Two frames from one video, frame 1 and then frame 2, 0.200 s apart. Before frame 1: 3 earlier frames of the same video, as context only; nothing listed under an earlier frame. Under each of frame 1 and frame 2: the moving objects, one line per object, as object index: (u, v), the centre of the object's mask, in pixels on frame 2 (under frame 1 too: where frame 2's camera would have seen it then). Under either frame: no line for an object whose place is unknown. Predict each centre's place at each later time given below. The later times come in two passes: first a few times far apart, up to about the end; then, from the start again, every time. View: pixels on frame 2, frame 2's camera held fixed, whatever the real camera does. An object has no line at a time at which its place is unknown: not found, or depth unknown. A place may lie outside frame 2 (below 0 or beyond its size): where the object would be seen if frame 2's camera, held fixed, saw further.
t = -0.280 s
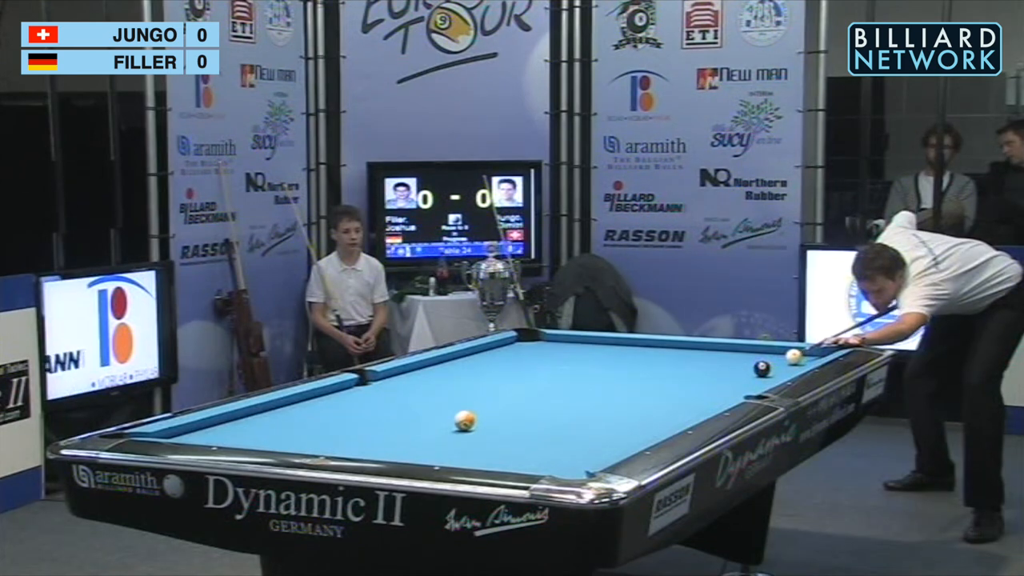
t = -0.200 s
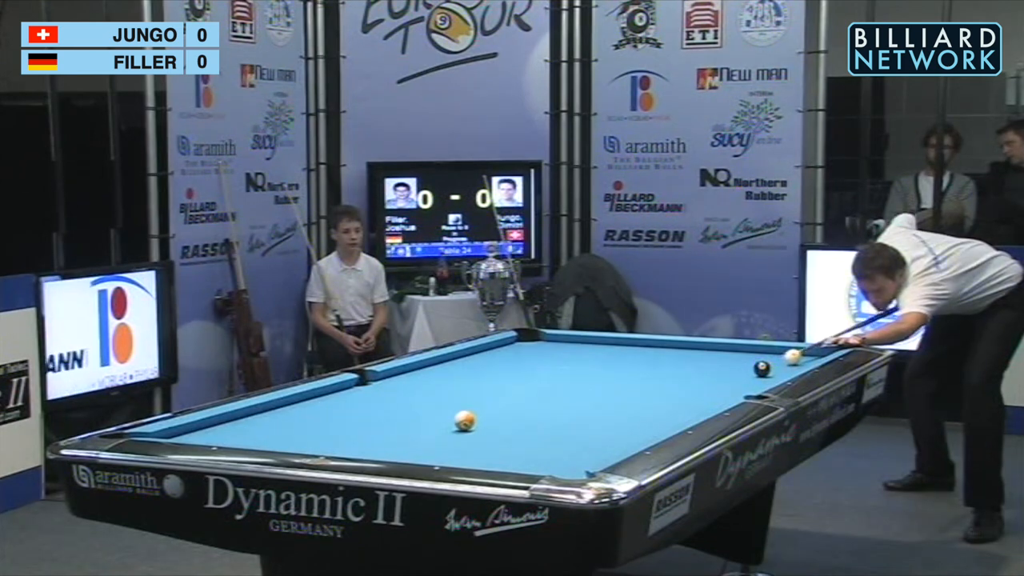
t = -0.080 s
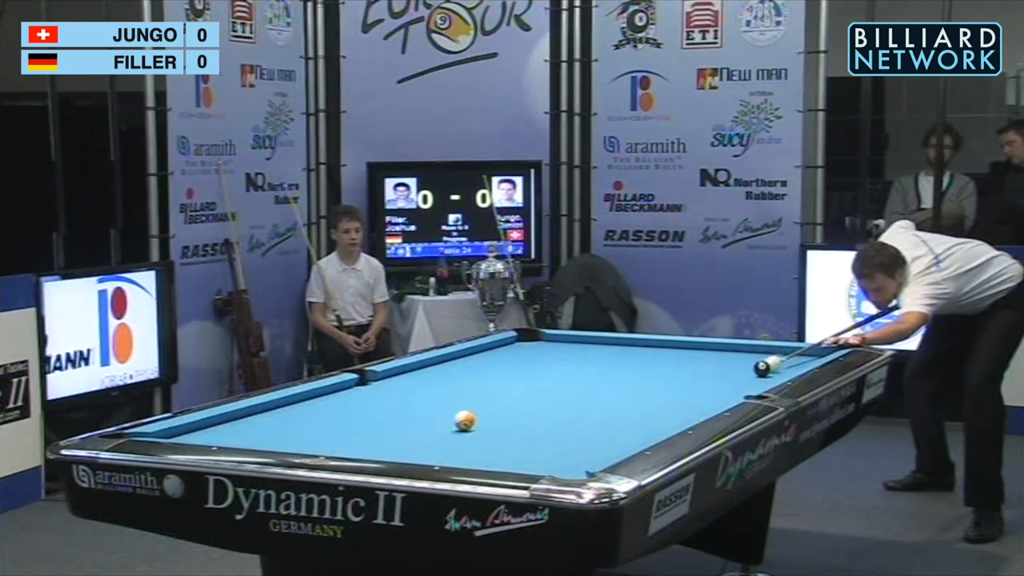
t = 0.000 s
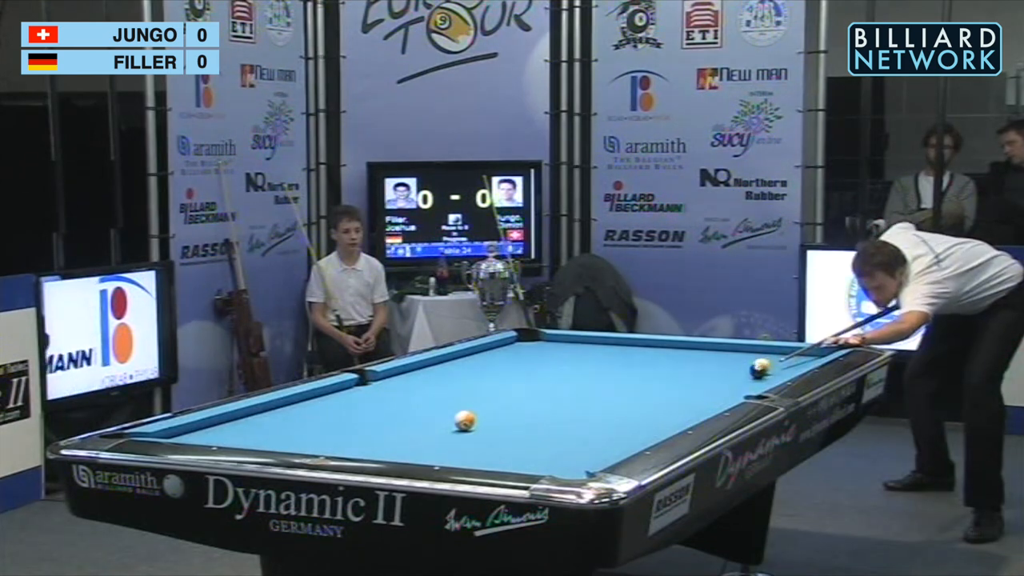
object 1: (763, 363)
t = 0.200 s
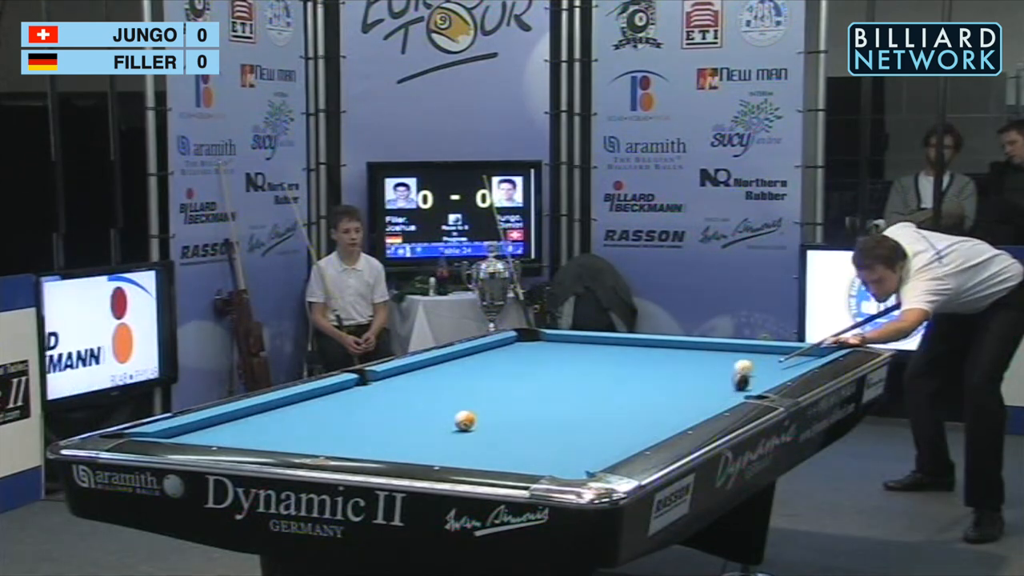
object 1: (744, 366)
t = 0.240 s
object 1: (740, 367)
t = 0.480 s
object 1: (716, 371)
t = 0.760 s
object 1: (690, 374)
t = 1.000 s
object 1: (668, 376)
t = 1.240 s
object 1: (647, 380)
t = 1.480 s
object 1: (628, 382)
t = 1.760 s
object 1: (606, 384)
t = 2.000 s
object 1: (588, 387)
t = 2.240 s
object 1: (571, 389)
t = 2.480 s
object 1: (555, 391)
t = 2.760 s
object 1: (538, 393)
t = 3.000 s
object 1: (525, 395)
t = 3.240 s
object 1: (512, 397)
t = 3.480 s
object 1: (501, 398)
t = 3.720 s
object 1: (490, 399)
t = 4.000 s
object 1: (480, 401)
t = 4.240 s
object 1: (473, 402)
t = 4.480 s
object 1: (466, 402)
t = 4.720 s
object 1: (460, 402)
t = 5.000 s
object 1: (457, 403)
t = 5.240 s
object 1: (455, 404)
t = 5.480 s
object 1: (453, 404)
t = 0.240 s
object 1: (740, 367)
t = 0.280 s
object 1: (735, 368)
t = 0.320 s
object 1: (732, 368)
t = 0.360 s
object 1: (727, 370)
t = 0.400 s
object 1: (724, 370)
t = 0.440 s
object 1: (720, 370)
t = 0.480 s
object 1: (716, 371)
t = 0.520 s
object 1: (712, 371)
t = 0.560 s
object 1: (709, 372)
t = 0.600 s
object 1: (705, 372)
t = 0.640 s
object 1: (701, 373)
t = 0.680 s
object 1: (697, 373)
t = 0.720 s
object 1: (693, 373)
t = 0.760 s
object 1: (690, 374)
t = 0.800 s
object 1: (687, 374)
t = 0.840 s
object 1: (683, 375)
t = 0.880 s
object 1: (679, 375)
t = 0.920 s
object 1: (675, 376)
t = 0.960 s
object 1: (672, 376)
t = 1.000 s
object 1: (668, 376)
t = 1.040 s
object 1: (665, 377)
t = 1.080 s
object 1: (662, 378)
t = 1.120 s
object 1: (658, 378)
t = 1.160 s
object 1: (655, 378)
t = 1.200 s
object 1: (651, 379)
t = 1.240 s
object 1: (647, 380)
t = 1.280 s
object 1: (645, 380)
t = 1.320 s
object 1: (641, 380)
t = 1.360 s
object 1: (637, 381)
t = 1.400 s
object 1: (634, 381)
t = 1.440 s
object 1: (631, 382)
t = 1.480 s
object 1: (628, 382)
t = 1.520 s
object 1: (625, 382)
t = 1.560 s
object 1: (621, 382)
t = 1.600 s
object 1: (618, 383)
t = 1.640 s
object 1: (615, 383)
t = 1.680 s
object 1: (612, 384)
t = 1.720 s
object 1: (609, 384)
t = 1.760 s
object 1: (606, 384)
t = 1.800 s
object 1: (602, 385)
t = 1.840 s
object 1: (600, 385)
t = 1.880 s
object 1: (597, 386)
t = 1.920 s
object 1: (594, 386)
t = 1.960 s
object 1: (591, 387)
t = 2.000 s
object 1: (588, 387)
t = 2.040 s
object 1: (585, 387)
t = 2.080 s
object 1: (582, 388)
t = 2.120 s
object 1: (579, 388)
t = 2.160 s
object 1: (577, 388)
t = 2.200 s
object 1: (574, 389)
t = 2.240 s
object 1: (571, 389)
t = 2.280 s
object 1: (568, 390)
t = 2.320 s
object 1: (566, 390)
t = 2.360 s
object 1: (563, 390)
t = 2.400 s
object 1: (561, 390)
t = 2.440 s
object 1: (558, 391)
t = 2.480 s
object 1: (555, 391)
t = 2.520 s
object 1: (553, 391)
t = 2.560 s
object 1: (550, 392)
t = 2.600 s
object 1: (548, 392)
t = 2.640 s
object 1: (545, 392)
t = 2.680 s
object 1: (543, 393)
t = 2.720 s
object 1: (541, 393)
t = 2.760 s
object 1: (538, 393)
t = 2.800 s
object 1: (536, 394)
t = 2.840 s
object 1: (534, 394)
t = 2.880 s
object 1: (531, 394)
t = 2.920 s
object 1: (529, 395)
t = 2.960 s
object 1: (526, 395)
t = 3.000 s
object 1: (525, 395)
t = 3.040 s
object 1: (522, 396)
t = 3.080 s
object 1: (520, 396)
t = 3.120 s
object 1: (518, 396)
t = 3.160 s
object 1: (516, 396)
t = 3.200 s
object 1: (514, 397)
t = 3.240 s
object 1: (512, 397)
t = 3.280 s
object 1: (510, 397)
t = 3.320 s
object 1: (508, 397)
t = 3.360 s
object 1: (506, 398)
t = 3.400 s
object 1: (504, 398)
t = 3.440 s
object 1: (502, 398)
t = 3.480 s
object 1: (501, 398)
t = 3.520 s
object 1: (499, 398)
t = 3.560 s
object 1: (497, 399)
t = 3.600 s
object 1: (495, 399)
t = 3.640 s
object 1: (494, 399)
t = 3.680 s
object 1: (492, 399)
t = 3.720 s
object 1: (490, 399)
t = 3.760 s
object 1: (489, 400)
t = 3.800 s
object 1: (487, 400)
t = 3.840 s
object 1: (486, 400)
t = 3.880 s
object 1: (484, 400)
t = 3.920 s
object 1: (483, 400)
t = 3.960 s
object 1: (482, 401)
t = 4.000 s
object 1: (480, 401)
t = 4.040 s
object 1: (478, 401)
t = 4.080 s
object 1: (477, 401)
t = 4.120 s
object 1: (476, 402)
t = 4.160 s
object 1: (475, 402)
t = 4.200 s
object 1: (474, 402)
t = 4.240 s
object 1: (473, 402)
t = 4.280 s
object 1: (471, 402)
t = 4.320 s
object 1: (471, 402)
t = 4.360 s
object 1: (469, 402)
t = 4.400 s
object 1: (469, 402)
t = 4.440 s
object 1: (468, 402)
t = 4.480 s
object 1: (466, 402)
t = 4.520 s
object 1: (465, 402)
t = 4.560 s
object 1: (465, 402)
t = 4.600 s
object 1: (463, 402)
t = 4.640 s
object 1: (462, 402)
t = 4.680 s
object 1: (462, 402)
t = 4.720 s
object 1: (460, 402)
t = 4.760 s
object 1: (460, 403)
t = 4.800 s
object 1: (460, 403)
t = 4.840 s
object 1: (459, 403)
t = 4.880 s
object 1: (458, 403)
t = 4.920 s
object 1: (458, 403)
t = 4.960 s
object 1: (457, 403)
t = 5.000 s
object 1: (457, 403)
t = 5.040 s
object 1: (456, 403)
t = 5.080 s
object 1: (456, 403)
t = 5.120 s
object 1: (456, 404)
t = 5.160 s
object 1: (455, 404)
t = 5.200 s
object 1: (455, 404)
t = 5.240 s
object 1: (455, 404)
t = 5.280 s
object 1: (454, 404)
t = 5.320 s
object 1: (454, 404)
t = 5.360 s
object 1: (454, 404)
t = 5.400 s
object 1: (454, 404)
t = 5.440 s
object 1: (453, 404)
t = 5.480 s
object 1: (453, 404)
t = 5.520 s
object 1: (453, 404)
